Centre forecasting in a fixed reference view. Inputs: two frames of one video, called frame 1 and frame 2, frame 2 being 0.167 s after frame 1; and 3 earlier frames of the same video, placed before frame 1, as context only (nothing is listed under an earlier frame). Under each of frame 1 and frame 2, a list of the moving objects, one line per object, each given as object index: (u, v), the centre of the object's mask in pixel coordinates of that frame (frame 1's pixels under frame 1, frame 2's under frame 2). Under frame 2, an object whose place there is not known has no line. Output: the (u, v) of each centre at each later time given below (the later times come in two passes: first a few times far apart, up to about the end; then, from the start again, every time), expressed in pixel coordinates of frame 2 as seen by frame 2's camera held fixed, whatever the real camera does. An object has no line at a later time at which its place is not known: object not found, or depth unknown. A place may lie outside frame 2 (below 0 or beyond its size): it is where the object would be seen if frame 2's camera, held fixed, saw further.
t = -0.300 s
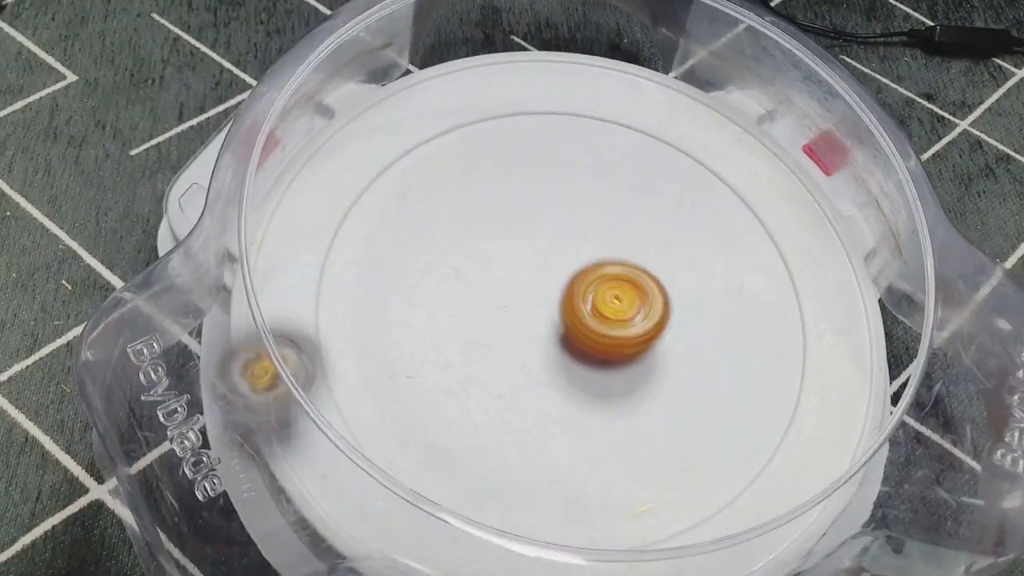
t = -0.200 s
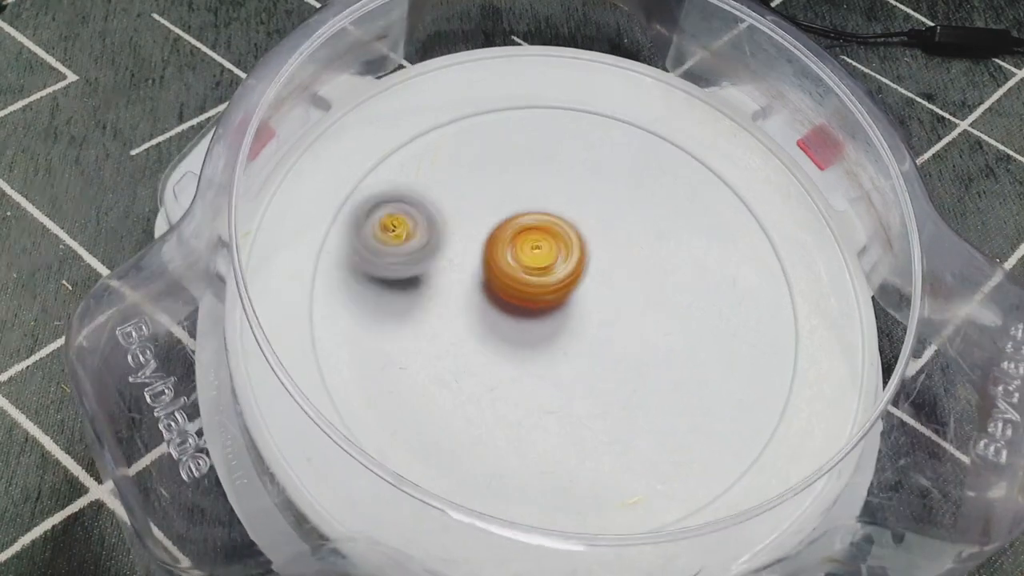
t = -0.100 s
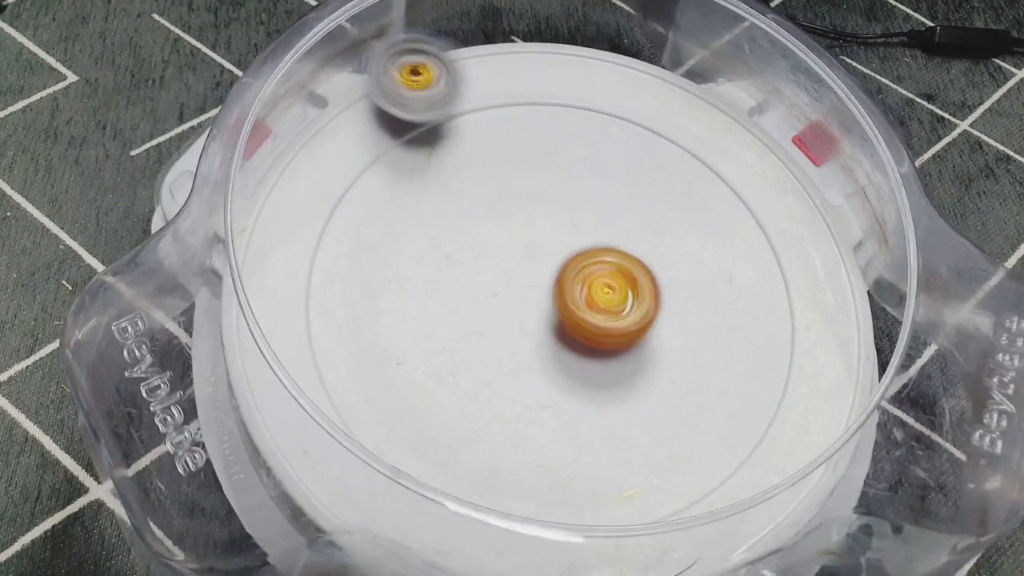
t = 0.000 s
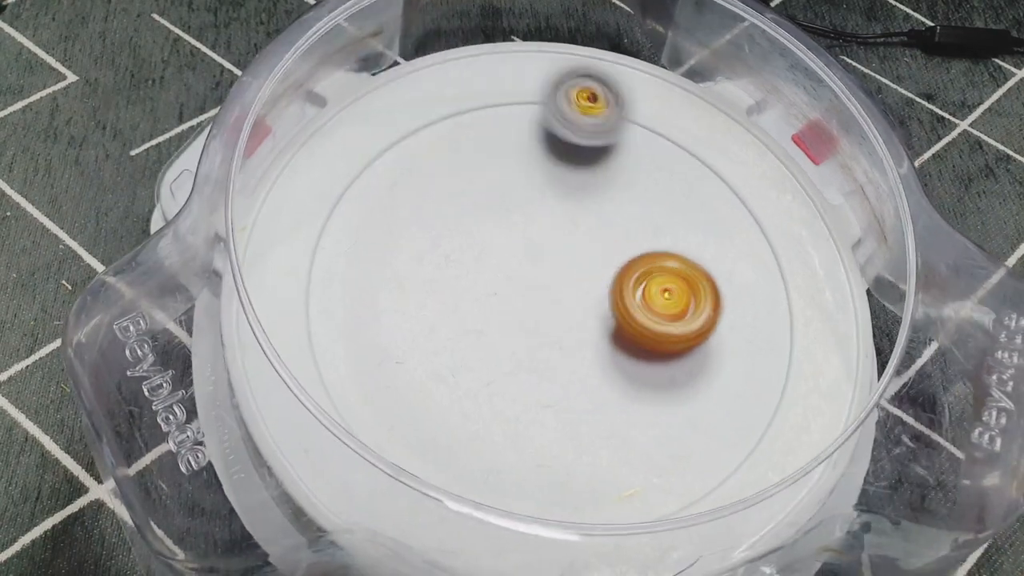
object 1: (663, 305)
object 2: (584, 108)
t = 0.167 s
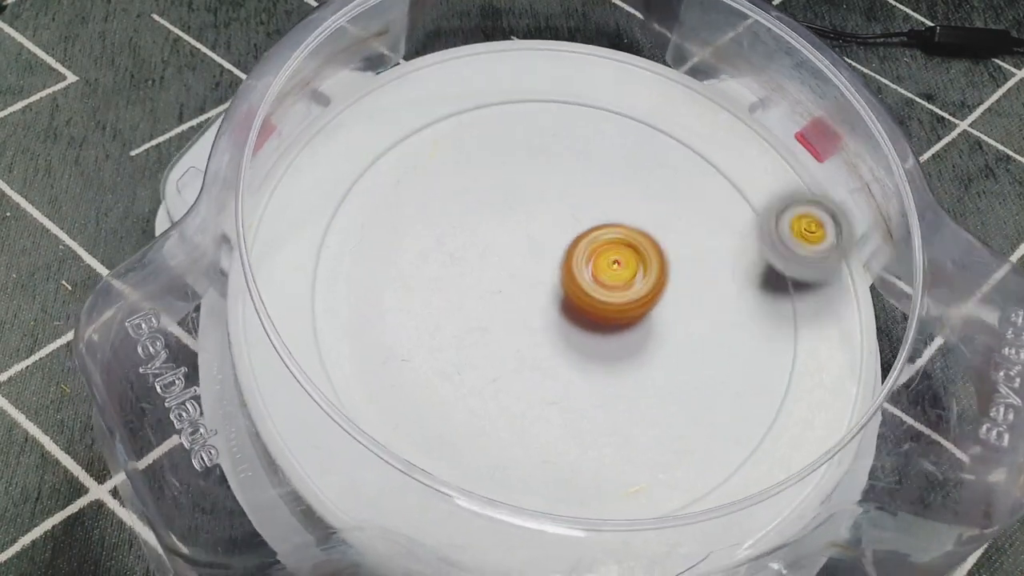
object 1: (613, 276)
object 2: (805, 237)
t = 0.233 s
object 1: (569, 311)
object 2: (764, 367)
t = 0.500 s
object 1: (493, 364)
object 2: (396, 492)
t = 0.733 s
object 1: (627, 396)
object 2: (364, 167)
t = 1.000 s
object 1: (506, 147)
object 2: (770, 201)
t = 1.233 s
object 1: (281, 285)
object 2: (574, 496)
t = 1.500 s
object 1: (178, 374)
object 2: (630, 405)
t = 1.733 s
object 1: (174, 406)
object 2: (730, 440)
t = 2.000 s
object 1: (174, 416)
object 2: (652, 351)
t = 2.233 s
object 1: (174, 415)
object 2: (753, 242)
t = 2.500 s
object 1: (176, 421)
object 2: (677, 297)
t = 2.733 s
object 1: (175, 414)
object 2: (627, 168)
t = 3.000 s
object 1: (175, 414)
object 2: (697, 187)
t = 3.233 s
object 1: (175, 415)
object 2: (519, 215)
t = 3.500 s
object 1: (175, 414)
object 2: (517, 115)
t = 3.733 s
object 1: (175, 414)
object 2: (547, 234)
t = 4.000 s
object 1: (176, 414)
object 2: (370, 256)
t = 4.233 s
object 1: (175, 414)
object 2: (417, 188)
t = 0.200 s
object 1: (584, 294)
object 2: (791, 313)
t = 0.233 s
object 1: (569, 311)
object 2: (764, 367)
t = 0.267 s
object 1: (564, 322)
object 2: (744, 392)
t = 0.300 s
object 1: (559, 345)
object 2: (694, 434)
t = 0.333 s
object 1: (560, 368)
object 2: (632, 463)
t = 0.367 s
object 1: (537, 361)
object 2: (608, 516)
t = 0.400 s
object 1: (517, 355)
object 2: (558, 533)
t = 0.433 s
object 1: (504, 353)
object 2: (502, 537)
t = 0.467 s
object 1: (496, 357)
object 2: (445, 523)
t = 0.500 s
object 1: (493, 364)
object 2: (396, 492)
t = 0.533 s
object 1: (495, 377)
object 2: (355, 453)
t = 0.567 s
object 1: (503, 393)
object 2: (323, 401)
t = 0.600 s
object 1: (518, 408)
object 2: (304, 354)
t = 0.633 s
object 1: (541, 418)
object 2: (307, 301)
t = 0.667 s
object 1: (571, 422)
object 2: (308, 252)
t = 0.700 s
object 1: (601, 415)
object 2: (329, 208)
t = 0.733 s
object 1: (627, 396)
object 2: (364, 167)
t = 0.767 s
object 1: (645, 367)
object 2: (407, 136)
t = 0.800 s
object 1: (652, 334)
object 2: (456, 115)
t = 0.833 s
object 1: (648, 298)
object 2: (508, 103)
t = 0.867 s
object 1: (635, 262)
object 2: (566, 102)
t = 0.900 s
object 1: (613, 227)
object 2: (624, 109)
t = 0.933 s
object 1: (584, 196)
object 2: (682, 123)
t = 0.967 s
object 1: (548, 169)
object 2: (731, 155)
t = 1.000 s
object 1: (506, 147)
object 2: (770, 201)
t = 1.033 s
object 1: (460, 133)
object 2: (791, 257)
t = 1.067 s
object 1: (411, 125)
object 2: (802, 317)
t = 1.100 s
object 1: (374, 139)
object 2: (784, 377)
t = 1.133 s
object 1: (342, 171)
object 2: (757, 429)
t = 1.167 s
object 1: (306, 201)
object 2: (706, 466)
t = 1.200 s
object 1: (288, 237)
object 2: (643, 483)
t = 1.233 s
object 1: (281, 285)
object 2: (574, 496)
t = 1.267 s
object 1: (306, 363)
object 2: (476, 477)
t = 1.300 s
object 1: (306, 397)
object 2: (466, 450)
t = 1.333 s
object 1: (280, 394)
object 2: (489, 454)
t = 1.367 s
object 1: (252, 378)
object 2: (530, 451)
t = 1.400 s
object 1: (229, 371)
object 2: (560, 437)
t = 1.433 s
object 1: (217, 358)
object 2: (584, 423)
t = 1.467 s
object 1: (202, 347)
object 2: (608, 413)
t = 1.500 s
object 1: (178, 374)
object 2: (630, 405)
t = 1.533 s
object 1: (175, 400)
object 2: (649, 402)
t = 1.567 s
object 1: (173, 404)
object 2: (668, 402)
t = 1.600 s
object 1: (176, 390)
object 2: (685, 404)
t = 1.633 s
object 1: (179, 375)
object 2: (701, 409)
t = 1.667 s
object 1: (174, 378)
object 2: (714, 417)
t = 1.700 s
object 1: (174, 393)
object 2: (723, 429)
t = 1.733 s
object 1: (174, 406)
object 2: (730, 440)
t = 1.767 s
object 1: (177, 414)
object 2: (726, 445)
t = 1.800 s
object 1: (167, 410)
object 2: (702, 439)
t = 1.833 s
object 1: (168, 407)
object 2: (685, 431)
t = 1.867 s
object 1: (173, 407)
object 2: (673, 421)
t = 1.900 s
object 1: (169, 410)
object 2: (662, 408)
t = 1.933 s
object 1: (173, 412)
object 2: (654, 391)
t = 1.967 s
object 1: (172, 413)
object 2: (652, 372)
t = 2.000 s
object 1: (174, 416)
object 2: (652, 351)
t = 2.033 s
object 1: (174, 414)
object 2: (657, 328)
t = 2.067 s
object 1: (174, 415)
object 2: (665, 307)
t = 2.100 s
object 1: (173, 414)
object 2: (678, 285)
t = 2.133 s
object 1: (174, 414)
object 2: (693, 267)
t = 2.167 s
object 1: (173, 414)
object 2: (718, 247)
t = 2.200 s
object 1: (174, 415)
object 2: (736, 242)
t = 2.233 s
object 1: (174, 415)
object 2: (753, 242)
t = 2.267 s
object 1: (173, 415)
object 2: (762, 242)
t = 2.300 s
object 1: (172, 414)
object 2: (779, 246)
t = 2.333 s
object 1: (175, 417)
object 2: (766, 271)
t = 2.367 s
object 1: (175, 418)
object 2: (746, 292)
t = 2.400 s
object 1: (174, 418)
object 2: (737, 298)
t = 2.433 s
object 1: (176, 421)
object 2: (709, 305)
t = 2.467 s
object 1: (176, 420)
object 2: (688, 302)
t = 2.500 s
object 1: (176, 421)
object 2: (677, 297)
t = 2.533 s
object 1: (176, 419)
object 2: (657, 285)
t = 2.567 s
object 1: (175, 420)
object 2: (640, 266)
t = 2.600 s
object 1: (175, 418)
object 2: (629, 246)
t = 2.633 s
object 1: (175, 414)
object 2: (621, 225)
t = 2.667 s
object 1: (175, 414)
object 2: (619, 204)
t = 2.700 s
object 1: (175, 414)
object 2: (620, 185)
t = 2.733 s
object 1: (175, 414)
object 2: (627, 168)
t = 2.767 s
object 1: (175, 414)
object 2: (638, 154)
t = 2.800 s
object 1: (175, 414)
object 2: (651, 143)
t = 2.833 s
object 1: (175, 414)
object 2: (667, 135)
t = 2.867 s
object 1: (175, 414)
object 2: (683, 131)
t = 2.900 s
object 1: (175, 414)
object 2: (692, 146)
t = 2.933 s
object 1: (175, 414)
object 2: (699, 159)
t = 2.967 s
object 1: (175, 414)
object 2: (700, 172)
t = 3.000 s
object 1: (175, 414)
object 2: (697, 187)
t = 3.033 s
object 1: (175, 414)
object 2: (687, 203)
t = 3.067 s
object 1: (175, 414)
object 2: (671, 216)
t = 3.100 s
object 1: (175, 414)
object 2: (647, 227)
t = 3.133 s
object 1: (175, 414)
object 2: (619, 235)
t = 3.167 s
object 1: (175, 414)
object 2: (577, 234)
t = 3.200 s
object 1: (175, 415)
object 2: (563, 231)
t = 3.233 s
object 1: (175, 415)
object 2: (519, 215)
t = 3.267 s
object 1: (175, 415)
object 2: (494, 197)
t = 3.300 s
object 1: (175, 415)
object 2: (476, 176)
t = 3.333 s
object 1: (175, 415)
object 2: (470, 164)
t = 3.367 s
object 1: (175, 414)
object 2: (463, 141)
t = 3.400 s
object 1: (175, 414)
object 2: (462, 119)
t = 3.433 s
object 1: (175, 414)
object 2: (466, 100)
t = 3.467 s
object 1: (175, 414)
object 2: (493, 104)
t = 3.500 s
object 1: (175, 414)
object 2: (517, 115)
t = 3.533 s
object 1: (175, 414)
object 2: (536, 121)
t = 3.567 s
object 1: (175, 414)
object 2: (551, 132)
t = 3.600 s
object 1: (175, 414)
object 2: (561, 147)
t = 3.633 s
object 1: (175, 414)
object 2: (567, 166)
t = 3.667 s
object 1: (175, 414)
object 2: (566, 189)
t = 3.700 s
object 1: (175, 414)
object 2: (559, 212)
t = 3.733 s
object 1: (175, 414)
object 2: (547, 234)
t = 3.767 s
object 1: (175, 414)
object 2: (530, 253)
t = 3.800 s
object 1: (175, 414)
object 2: (508, 270)
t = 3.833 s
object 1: (175, 414)
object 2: (483, 280)
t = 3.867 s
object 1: (175, 414)
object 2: (457, 285)
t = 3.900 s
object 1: (176, 414)
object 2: (434, 285)
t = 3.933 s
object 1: (176, 414)
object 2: (410, 280)
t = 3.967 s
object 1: (176, 414)
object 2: (387, 271)
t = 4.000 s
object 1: (176, 414)
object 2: (370, 256)
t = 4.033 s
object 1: (175, 414)
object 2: (361, 238)
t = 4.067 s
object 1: (175, 414)
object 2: (357, 223)
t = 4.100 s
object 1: (175, 414)
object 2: (355, 210)
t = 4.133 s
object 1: (175, 414)
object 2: (362, 199)
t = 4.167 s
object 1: (175, 414)
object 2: (375, 193)
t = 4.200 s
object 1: (175, 414)
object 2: (393, 190)
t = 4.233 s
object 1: (175, 414)
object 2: (417, 188)
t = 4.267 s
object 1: (175, 414)
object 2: (445, 193)
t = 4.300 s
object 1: (175, 414)
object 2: (472, 205)
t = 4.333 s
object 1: (175, 414)
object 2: (497, 226)
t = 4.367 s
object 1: (175, 414)
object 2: (517, 248)
